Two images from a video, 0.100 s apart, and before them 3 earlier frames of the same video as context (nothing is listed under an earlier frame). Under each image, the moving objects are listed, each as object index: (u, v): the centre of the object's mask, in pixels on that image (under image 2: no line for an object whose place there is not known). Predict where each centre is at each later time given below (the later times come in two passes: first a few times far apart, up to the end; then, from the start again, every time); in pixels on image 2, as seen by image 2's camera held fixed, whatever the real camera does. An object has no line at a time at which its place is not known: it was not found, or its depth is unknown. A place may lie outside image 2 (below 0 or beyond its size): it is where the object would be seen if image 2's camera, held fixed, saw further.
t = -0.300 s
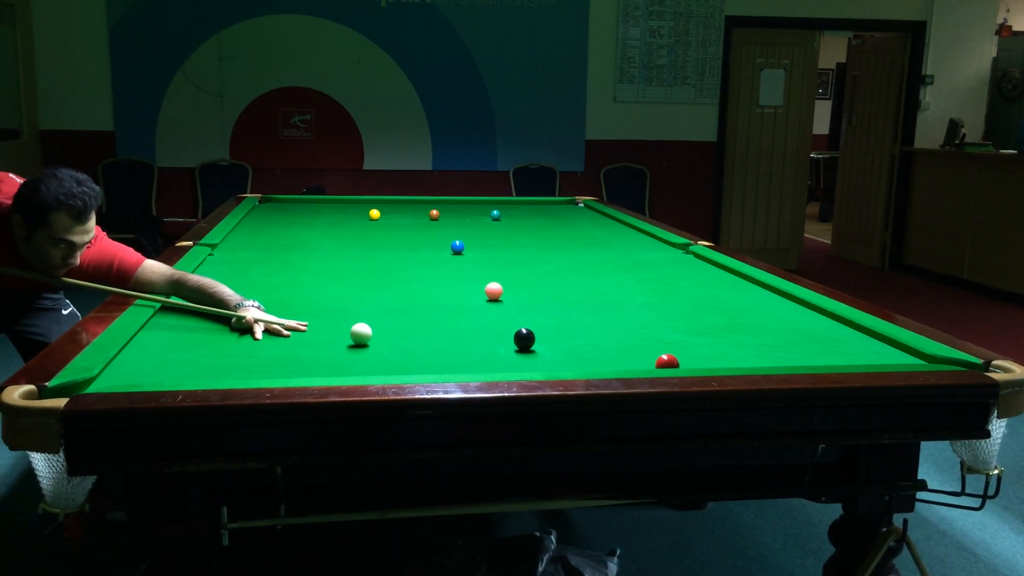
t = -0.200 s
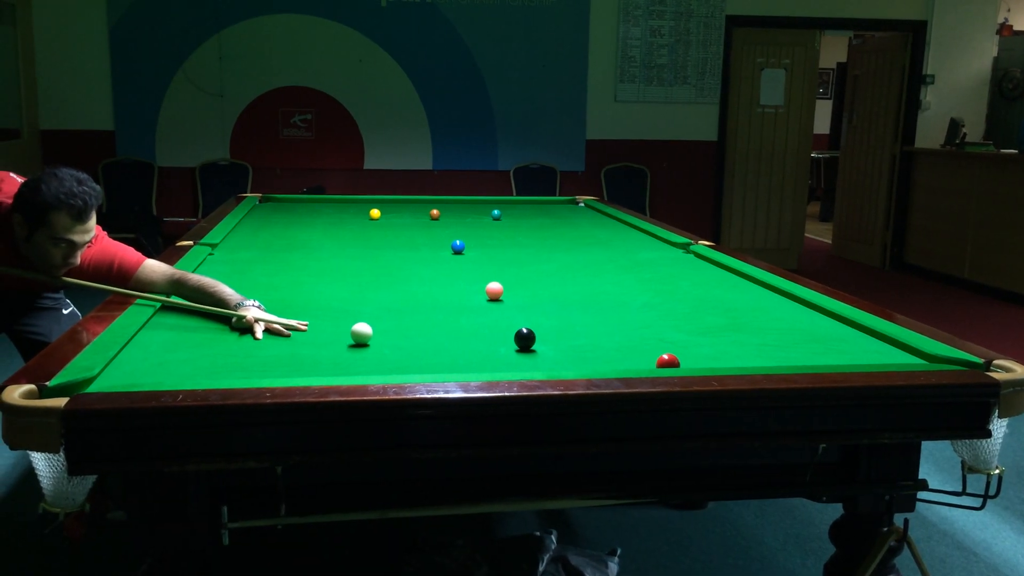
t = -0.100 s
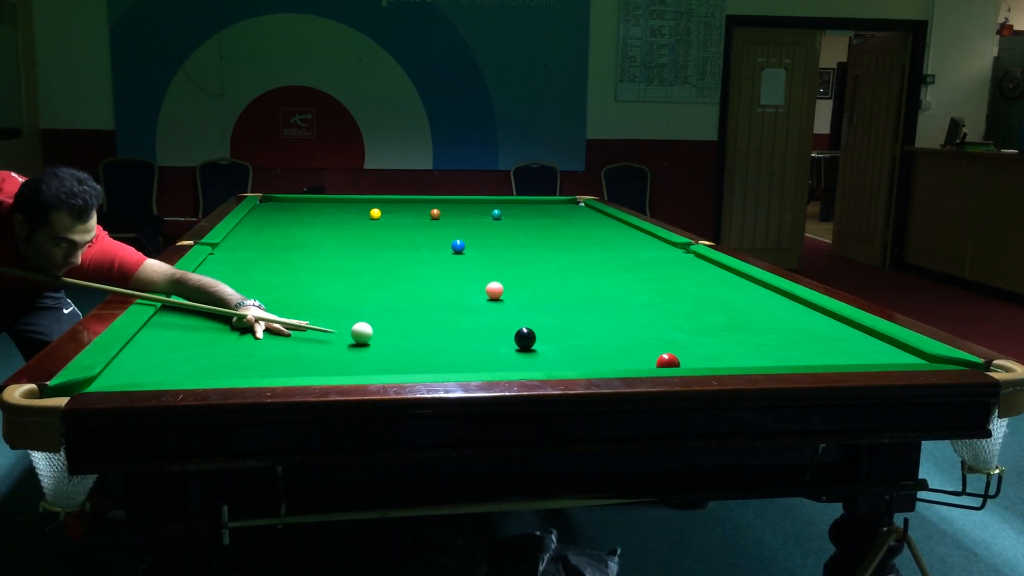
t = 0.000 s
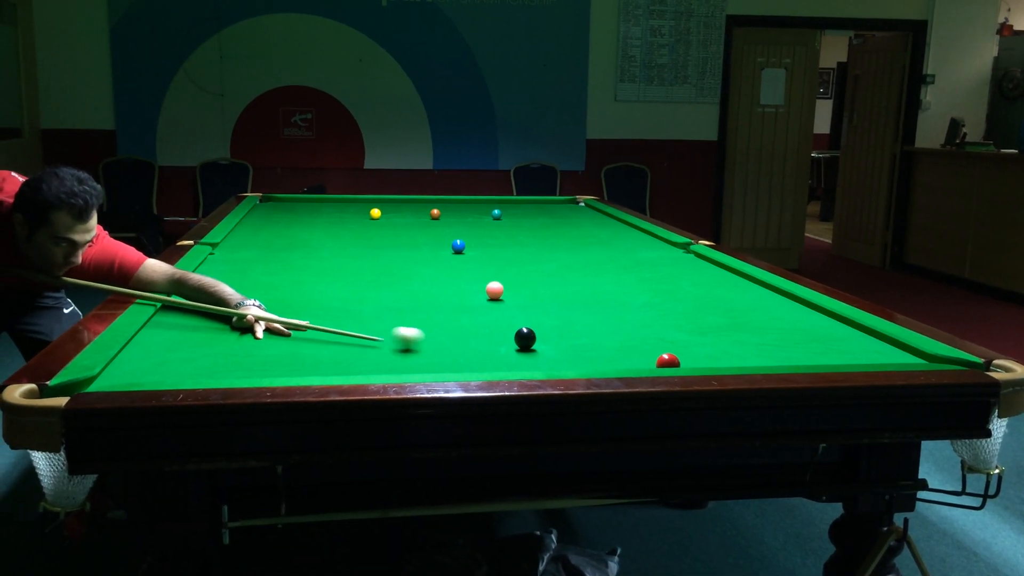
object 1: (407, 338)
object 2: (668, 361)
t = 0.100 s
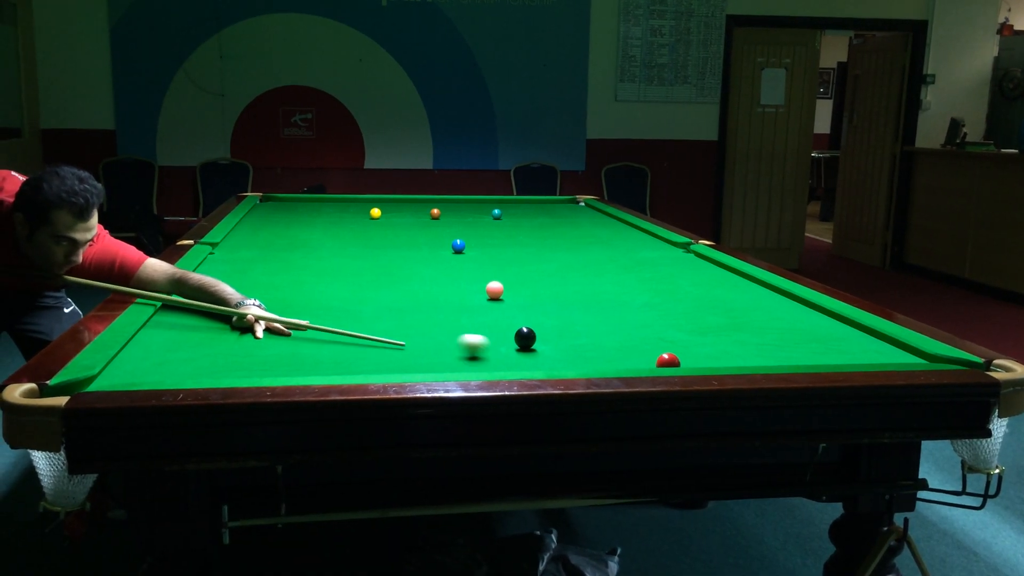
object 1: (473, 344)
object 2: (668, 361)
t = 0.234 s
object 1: (549, 353)
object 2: (668, 361)
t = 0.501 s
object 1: (650, 363)
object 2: (693, 360)
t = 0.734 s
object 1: (648, 359)
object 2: (755, 359)
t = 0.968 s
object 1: (645, 353)
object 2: (813, 358)
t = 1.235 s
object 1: (642, 346)
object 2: (874, 358)
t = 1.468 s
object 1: (641, 339)
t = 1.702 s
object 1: (639, 335)
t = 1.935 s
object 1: (637, 331)
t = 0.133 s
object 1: (493, 347)
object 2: (668, 361)
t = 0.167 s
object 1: (513, 349)
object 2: (668, 361)
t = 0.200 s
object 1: (531, 351)
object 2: (668, 361)
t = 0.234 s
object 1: (549, 353)
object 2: (668, 361)
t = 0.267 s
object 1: (565, 355)
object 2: (668, 361)
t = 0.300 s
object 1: (581, 357)
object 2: (668, 361)
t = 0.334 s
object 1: (596, 358)
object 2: (668, 361)
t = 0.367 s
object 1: (612, 359)
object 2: (668, 361)
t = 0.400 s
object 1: (628, 360)
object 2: (668, 361)
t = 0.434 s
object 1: (644, 361)
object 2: (670, 360)
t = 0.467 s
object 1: (647, 362)
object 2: (681, 360)
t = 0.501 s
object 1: (650, 363)
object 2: (693, 360)
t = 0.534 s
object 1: (650, 363)
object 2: (704, 360)
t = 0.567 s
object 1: (649, 362)
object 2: (713, 360)
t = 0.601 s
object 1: (649, 361)
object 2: (722, 360)
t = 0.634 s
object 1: (649, 361)
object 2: (730, 360)
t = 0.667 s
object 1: (648, 360)
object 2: (739, 360)
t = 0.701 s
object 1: (648, 360)
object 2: (747, 359)
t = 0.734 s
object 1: (648, 359)
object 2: (755, 359)
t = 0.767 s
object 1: (647, 358)
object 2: (764, 359)
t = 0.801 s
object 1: (647, 358)
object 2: (772, 359)
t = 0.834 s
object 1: (646, 357)
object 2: (780, 359)
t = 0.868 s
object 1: (646, 356)
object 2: (788, 359)
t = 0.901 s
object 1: (646, 355)
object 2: (797, 359)
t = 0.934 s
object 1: (645, 354)
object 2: (804, 358)
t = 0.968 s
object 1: (645, 353)
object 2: (813, 358)
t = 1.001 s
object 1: (645, 352)
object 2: (820, 358)
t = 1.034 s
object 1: (645, 351)
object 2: (828, 358)
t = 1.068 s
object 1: (644, 350)
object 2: (836, 358)
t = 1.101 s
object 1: (644, 349)
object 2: (844, 358)
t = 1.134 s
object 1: (643, 348)
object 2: (852, 358)
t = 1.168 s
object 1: (643, 348)
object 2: (859, 358)
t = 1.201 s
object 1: (643, 346)
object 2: (867, 358)
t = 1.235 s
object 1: (642, 346)
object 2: (874, 358)
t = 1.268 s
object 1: (642, 345)
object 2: (882, 357)
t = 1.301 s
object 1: (642, 344)
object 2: (889, 357)
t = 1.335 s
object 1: (642, 343)
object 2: (897, 357)
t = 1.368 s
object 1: (641, 342)
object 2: (905, 357)
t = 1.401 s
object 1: (641, 341)
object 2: (912, 357)
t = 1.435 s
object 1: (641, 341)
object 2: (919, 357)
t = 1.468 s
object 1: (641, 339)
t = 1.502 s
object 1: (640, 339)
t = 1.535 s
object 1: (640, 338)
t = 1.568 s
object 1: (640, 337)
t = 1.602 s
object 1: (639, 337)
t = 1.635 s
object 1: (639, 336)
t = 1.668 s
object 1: (639, 336)
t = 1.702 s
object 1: (639, 335)
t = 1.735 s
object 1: (638, 334)
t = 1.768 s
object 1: (638, 334)
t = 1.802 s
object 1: (638, 333)
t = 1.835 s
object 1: (638, 332)
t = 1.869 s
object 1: (638, 332)
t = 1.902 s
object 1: (637, 331)
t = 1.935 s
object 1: (637, 331)
